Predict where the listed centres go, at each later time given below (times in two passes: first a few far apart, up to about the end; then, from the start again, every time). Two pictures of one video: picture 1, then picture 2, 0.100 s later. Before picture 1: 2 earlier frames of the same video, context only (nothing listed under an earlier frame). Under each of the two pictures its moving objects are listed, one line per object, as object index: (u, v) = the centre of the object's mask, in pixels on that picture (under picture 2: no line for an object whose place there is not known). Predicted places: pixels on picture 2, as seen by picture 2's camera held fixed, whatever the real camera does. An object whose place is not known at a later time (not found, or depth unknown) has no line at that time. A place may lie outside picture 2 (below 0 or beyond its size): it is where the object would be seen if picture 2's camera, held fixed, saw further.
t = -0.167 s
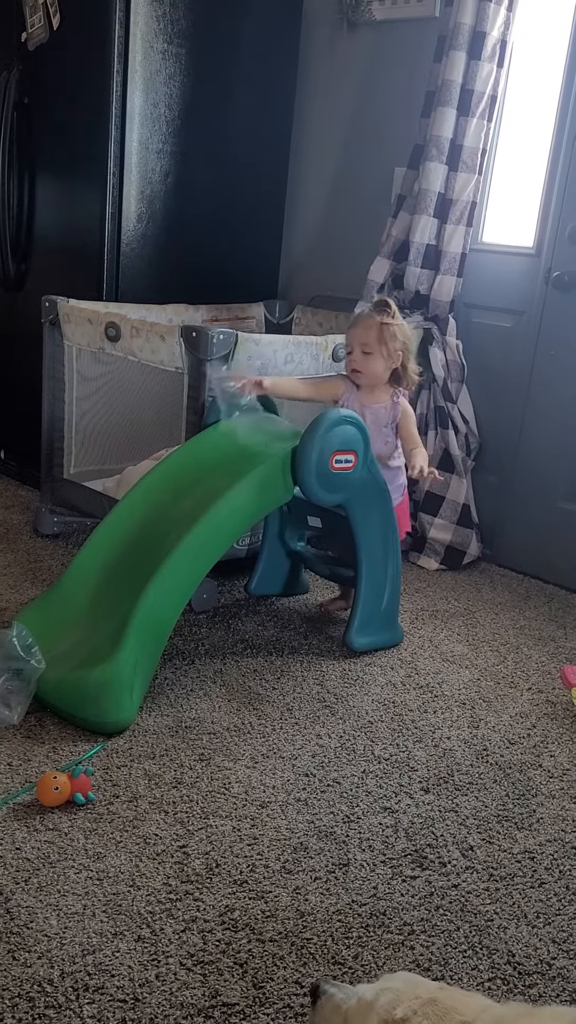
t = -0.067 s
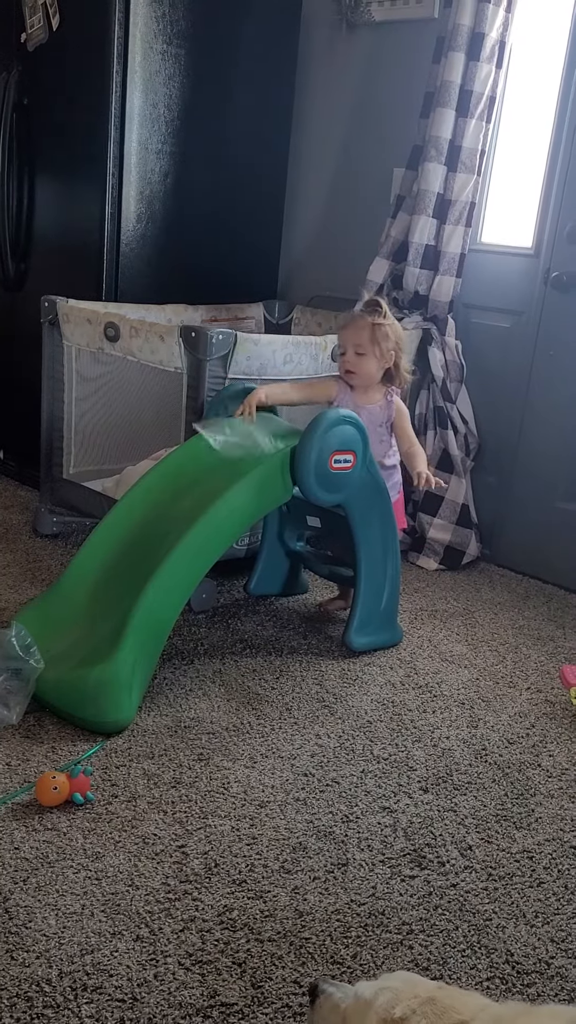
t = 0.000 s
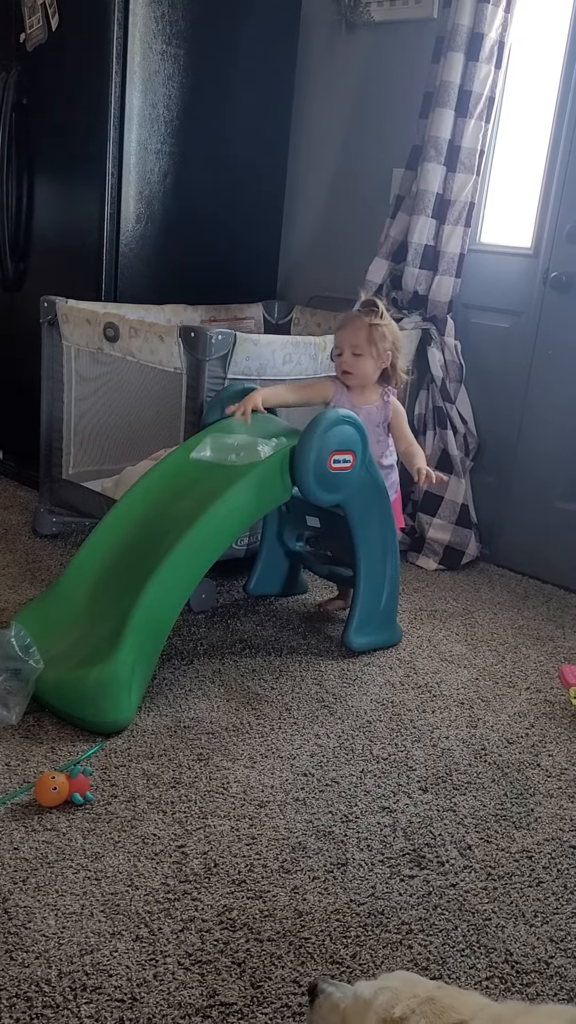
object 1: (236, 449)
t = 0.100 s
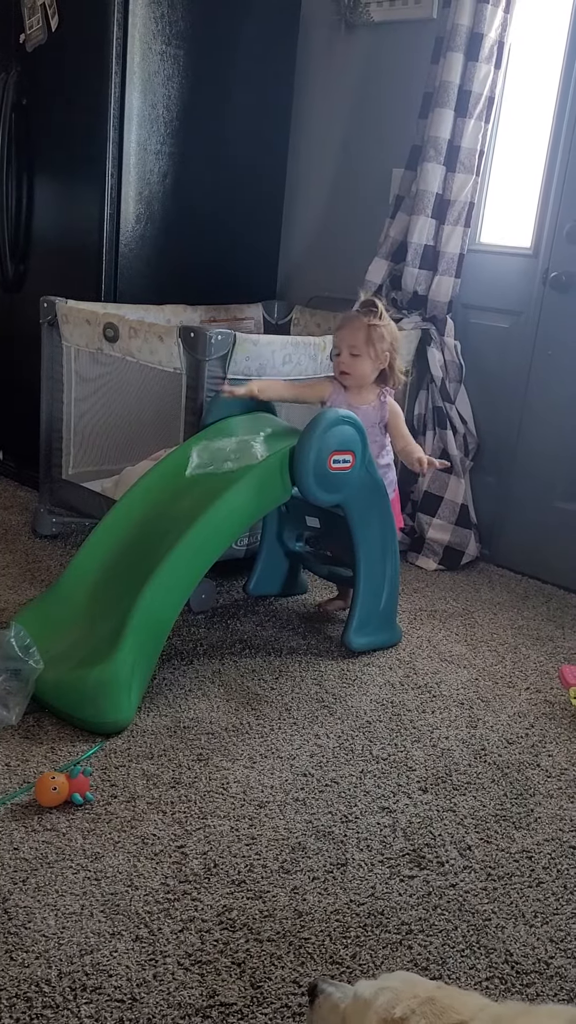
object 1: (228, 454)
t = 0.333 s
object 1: (197, 476)
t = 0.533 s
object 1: (155, 512)
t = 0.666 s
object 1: (119, 556)
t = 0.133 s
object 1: (224, 456)
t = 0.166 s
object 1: (221, 459)
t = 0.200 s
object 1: (217, 462)
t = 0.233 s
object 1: (212, 465)
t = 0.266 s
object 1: (208, 468)
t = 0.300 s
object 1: (202, 472)
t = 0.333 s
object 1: (197, 476)
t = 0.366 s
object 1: (190, 481)
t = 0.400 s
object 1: (184, 485)
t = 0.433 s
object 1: (177, 491)
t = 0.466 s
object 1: (170, 497)
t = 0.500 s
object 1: (163, 504)
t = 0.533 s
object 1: (155, 512)
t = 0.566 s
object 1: (146, 522)
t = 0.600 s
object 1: (137, 532)
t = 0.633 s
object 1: (129, 544)
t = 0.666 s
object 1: (119, 556)
